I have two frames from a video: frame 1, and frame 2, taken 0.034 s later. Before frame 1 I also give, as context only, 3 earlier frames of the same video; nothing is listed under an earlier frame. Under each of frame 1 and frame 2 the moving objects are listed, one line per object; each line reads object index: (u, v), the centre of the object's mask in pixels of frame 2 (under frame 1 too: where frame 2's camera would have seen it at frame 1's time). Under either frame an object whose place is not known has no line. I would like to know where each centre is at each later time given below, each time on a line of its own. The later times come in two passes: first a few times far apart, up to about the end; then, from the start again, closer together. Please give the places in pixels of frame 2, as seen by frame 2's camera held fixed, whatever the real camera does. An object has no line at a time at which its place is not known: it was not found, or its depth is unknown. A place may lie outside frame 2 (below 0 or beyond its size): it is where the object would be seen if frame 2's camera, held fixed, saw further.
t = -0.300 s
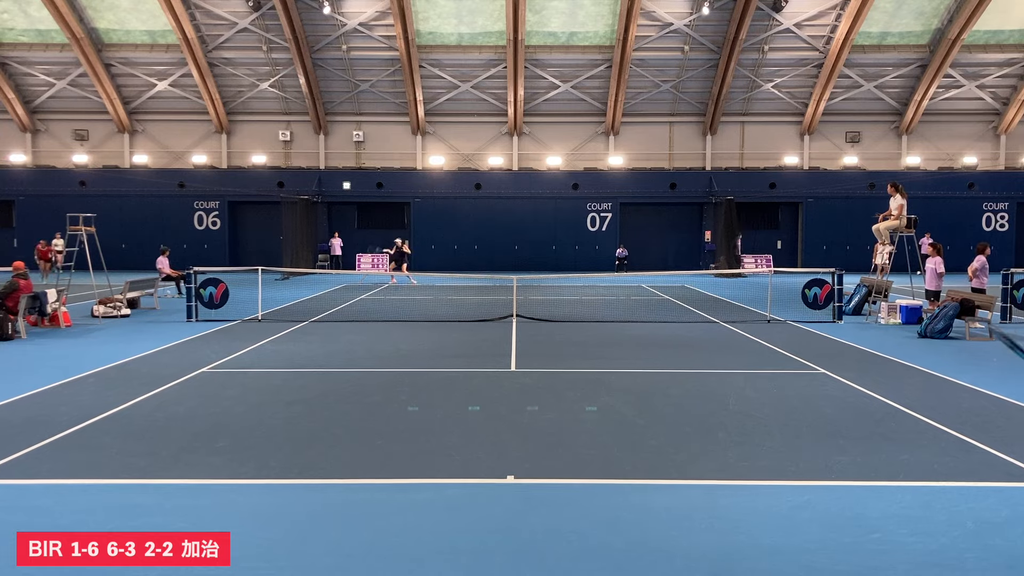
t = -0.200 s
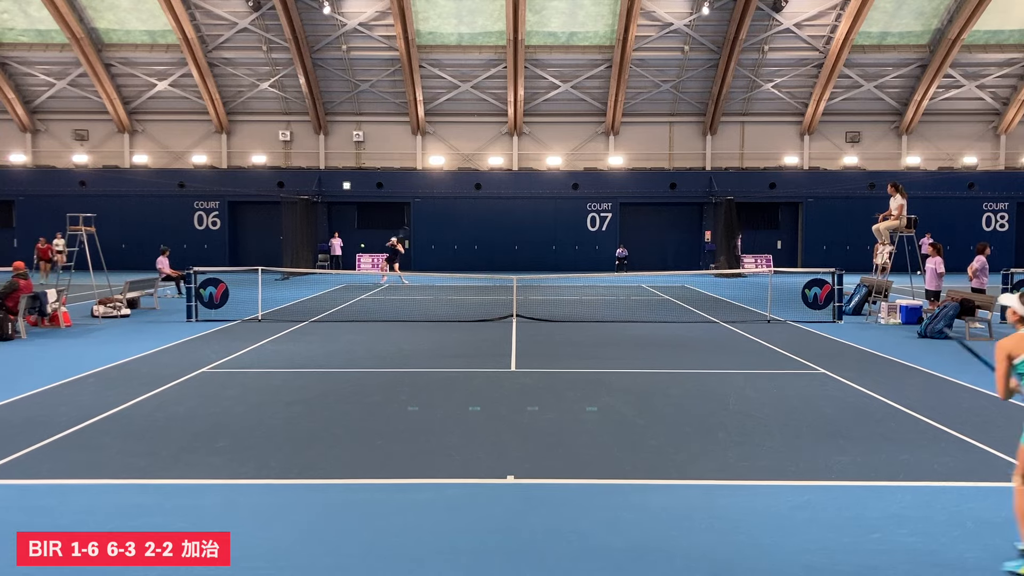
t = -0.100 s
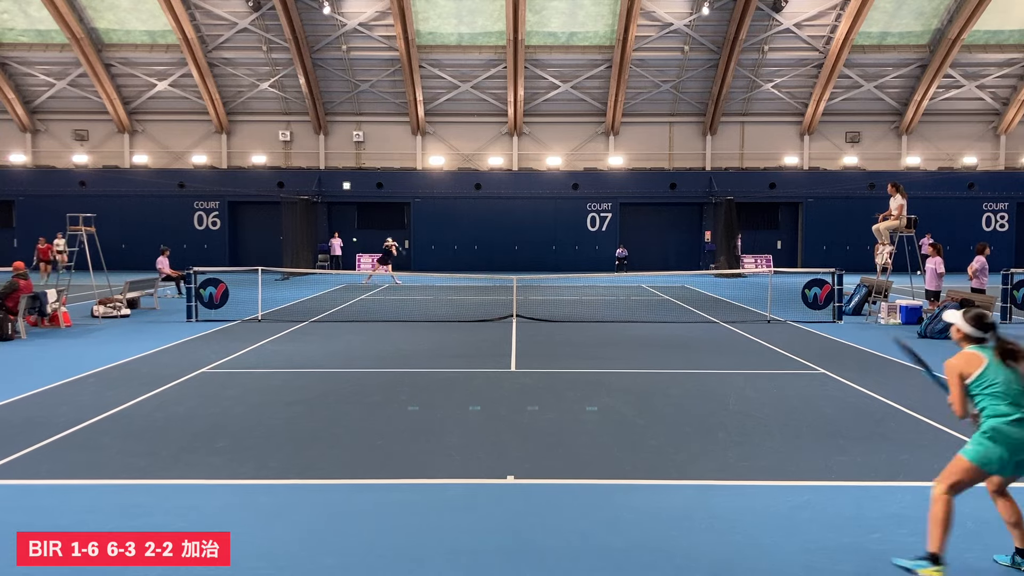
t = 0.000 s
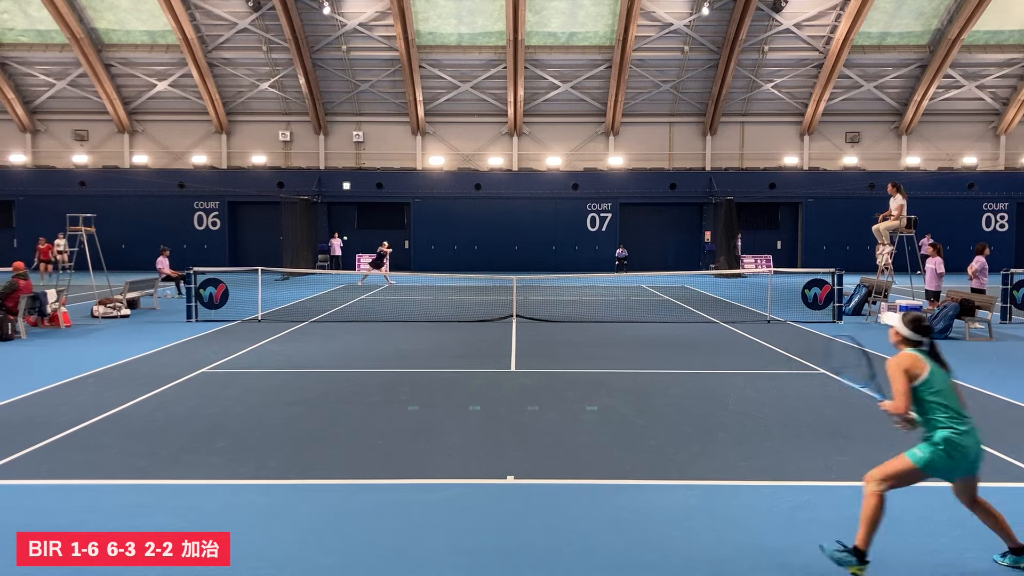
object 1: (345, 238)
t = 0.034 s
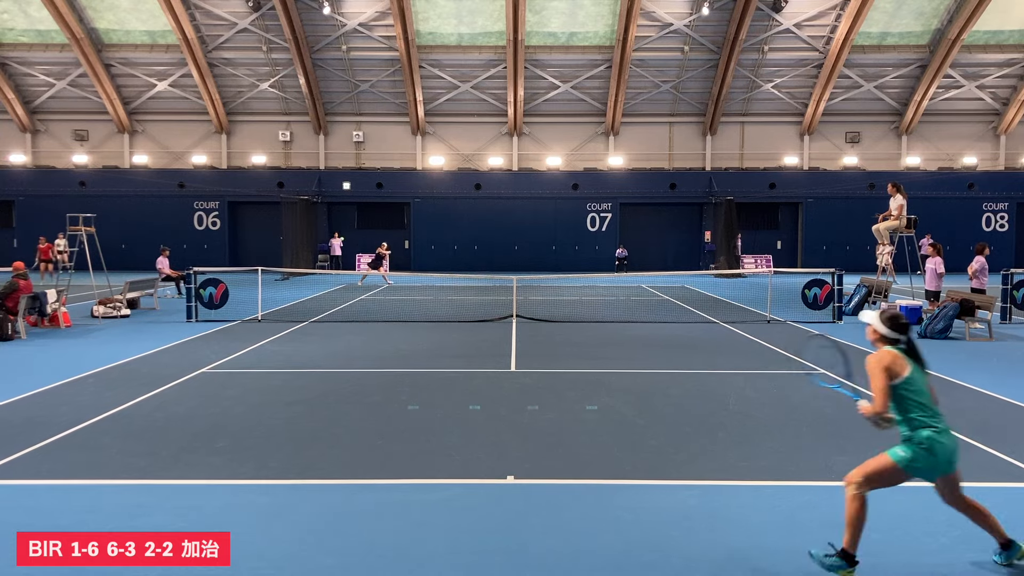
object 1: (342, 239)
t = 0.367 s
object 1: (292, 294)
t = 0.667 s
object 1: (216, 367)
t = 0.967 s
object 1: (105, 380)
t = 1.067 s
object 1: (43, 429)
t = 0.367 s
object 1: (292, 294)
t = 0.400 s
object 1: (284, 307)
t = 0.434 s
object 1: (276, 321)
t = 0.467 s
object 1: (267, 337)
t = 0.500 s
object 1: (258, 357)
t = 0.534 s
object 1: (247, 379)
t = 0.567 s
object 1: (238, 386)
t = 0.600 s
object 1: (231, 379)
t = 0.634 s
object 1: (223, 372)
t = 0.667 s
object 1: (216, 367)
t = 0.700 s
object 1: (207, 362)
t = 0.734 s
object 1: (197, 359)
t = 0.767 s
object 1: (187, 357)
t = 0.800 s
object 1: (176, 356)
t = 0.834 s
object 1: (165, 357)
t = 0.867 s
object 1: (152, 359)
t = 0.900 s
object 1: (138, 363)
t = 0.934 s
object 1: (122, 370)
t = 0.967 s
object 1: (105, 380)
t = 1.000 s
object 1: (87, 392)
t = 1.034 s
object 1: (66, 409)
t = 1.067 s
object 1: (43, 429)
